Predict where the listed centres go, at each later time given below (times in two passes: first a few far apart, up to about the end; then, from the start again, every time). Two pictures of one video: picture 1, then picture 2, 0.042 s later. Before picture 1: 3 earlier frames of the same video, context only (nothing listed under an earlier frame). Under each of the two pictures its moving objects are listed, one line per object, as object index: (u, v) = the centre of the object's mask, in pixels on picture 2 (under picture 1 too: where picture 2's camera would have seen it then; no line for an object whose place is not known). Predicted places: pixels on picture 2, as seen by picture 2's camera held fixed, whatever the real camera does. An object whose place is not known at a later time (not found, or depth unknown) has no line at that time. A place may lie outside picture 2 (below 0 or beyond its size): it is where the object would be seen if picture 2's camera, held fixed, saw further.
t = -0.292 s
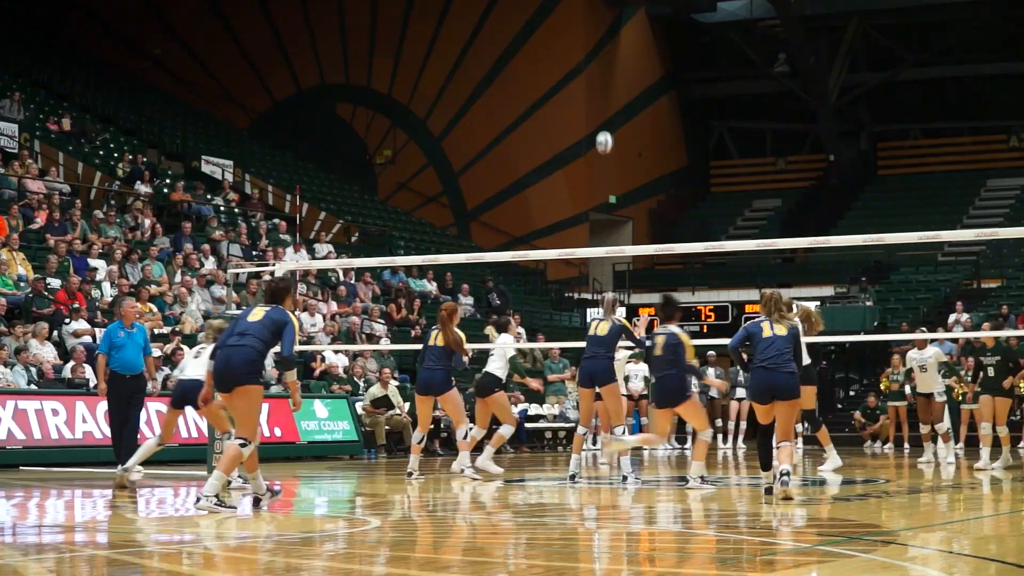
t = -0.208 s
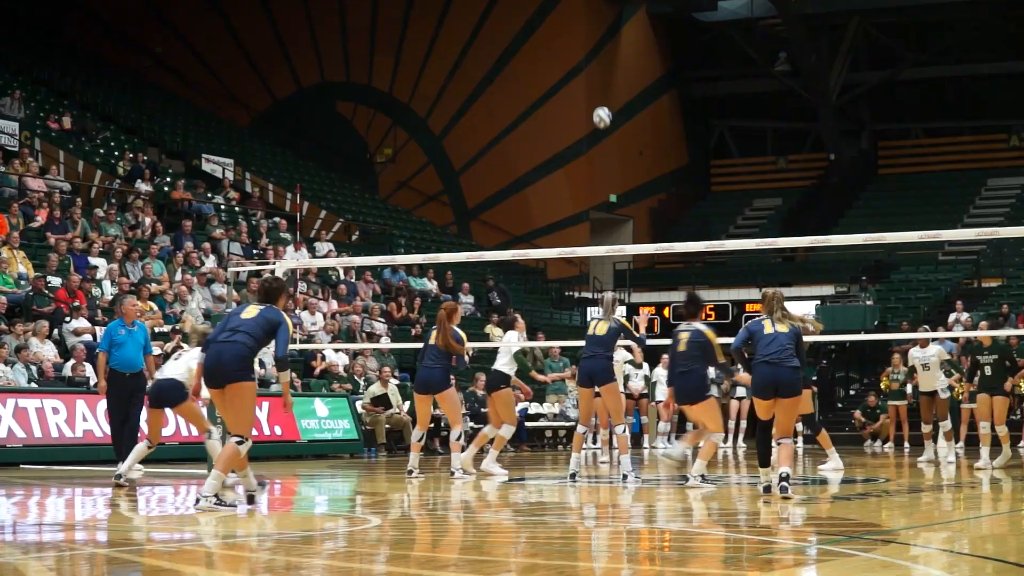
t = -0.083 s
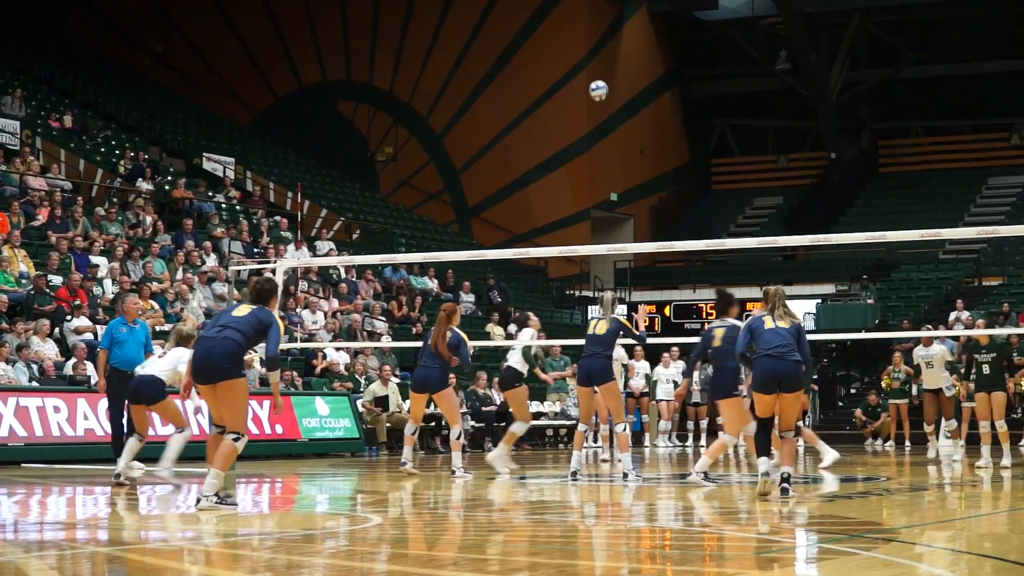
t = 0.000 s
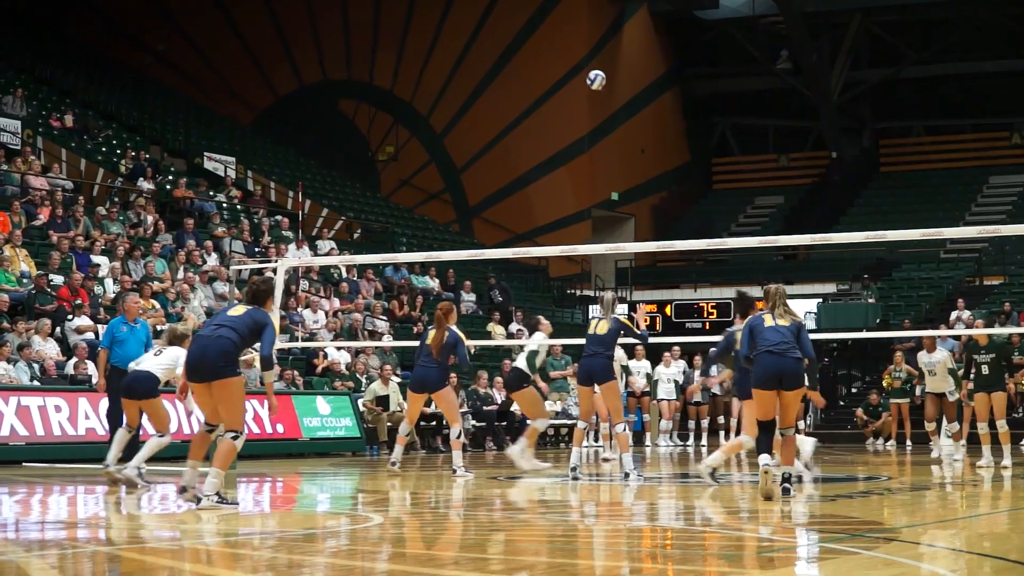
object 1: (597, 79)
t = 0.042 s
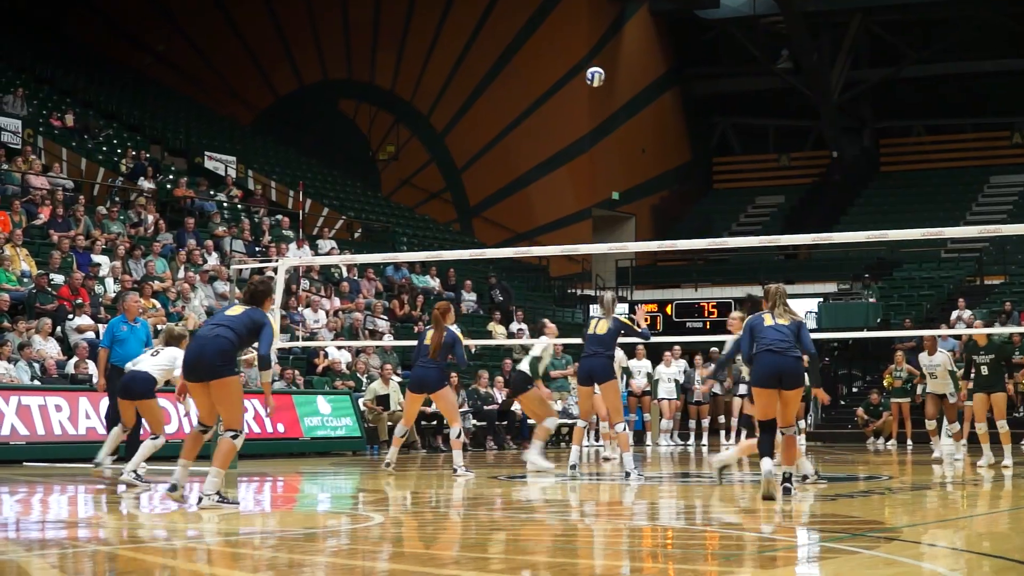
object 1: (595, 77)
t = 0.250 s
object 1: (586, 86)
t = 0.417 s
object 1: (579, 123)
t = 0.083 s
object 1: (593, 76)
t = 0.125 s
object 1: (592, 76)
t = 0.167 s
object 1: (590, 78)
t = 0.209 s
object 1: (588, 81)
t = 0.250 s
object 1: (586, 86)
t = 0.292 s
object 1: (584, 93)
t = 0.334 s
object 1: (583, 101)
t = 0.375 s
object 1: (581, 111)
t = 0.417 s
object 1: (579, 123)
